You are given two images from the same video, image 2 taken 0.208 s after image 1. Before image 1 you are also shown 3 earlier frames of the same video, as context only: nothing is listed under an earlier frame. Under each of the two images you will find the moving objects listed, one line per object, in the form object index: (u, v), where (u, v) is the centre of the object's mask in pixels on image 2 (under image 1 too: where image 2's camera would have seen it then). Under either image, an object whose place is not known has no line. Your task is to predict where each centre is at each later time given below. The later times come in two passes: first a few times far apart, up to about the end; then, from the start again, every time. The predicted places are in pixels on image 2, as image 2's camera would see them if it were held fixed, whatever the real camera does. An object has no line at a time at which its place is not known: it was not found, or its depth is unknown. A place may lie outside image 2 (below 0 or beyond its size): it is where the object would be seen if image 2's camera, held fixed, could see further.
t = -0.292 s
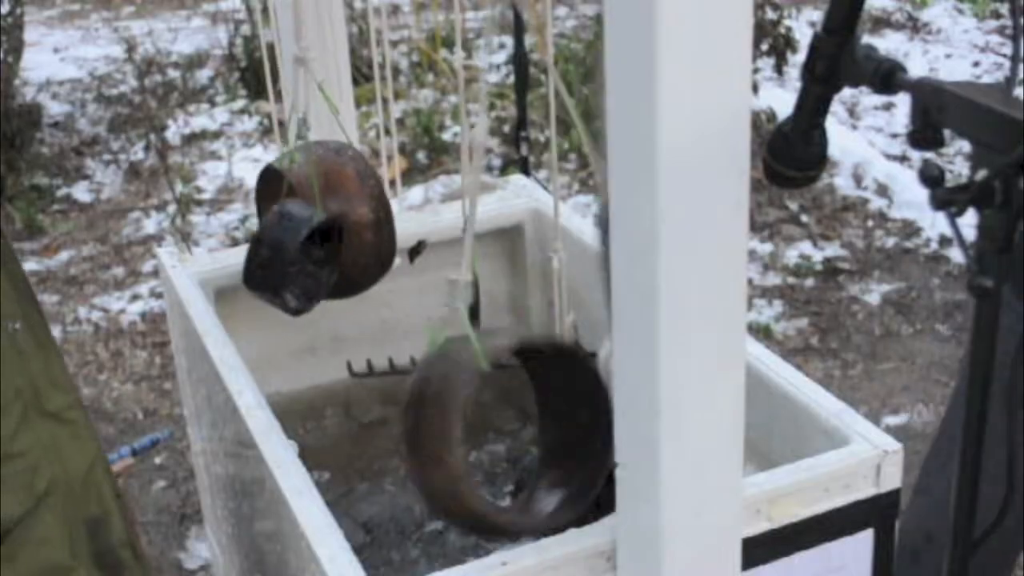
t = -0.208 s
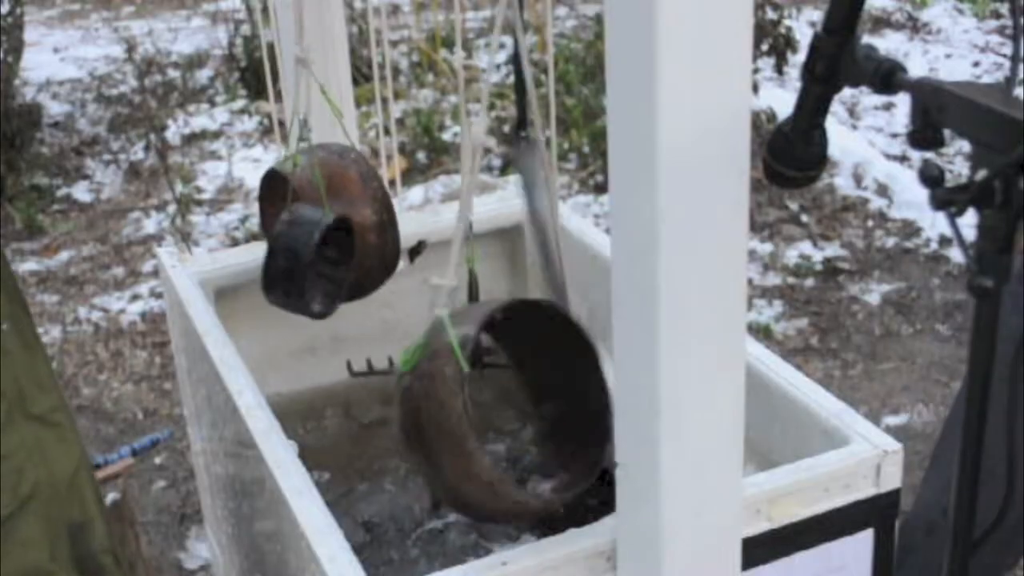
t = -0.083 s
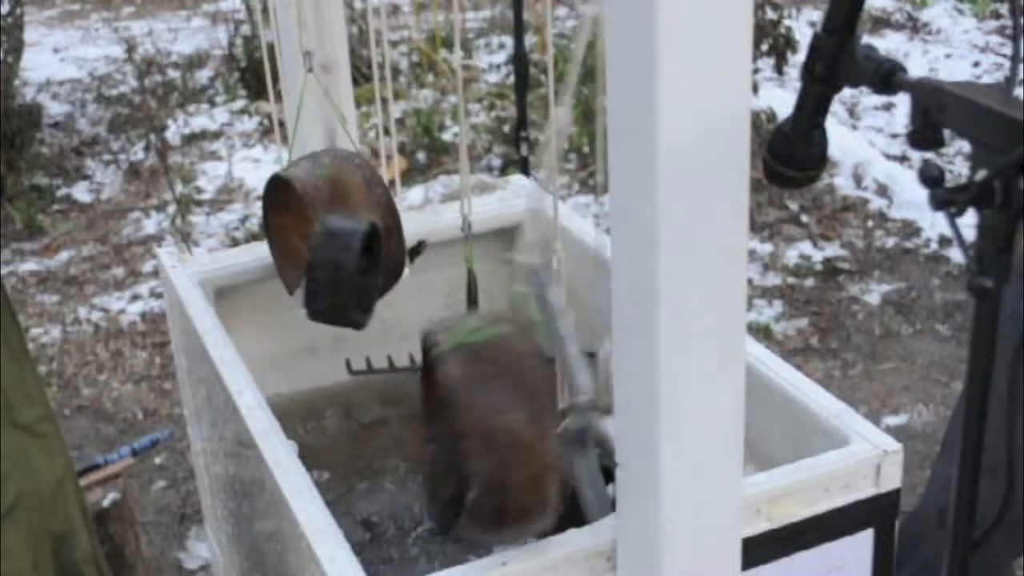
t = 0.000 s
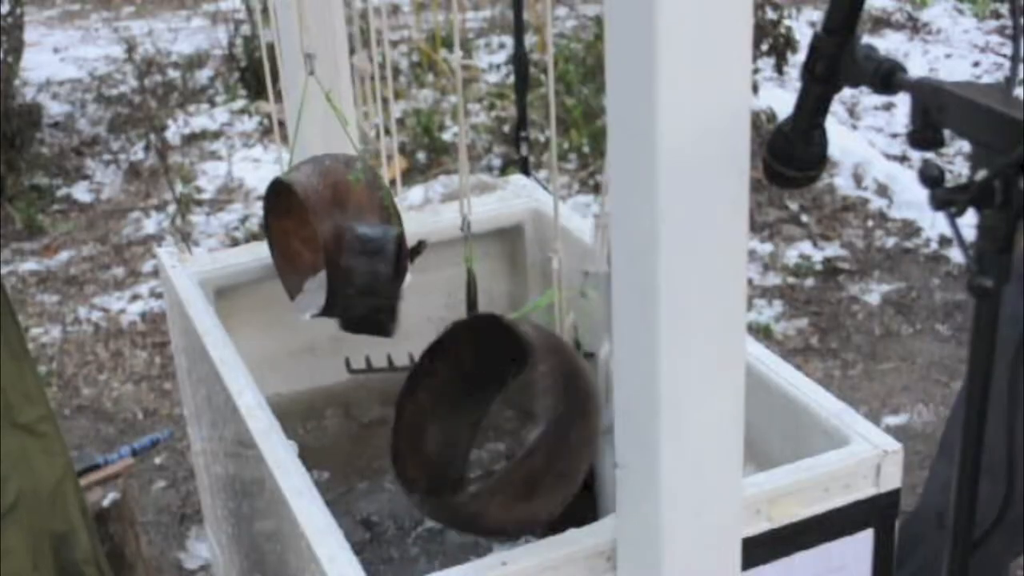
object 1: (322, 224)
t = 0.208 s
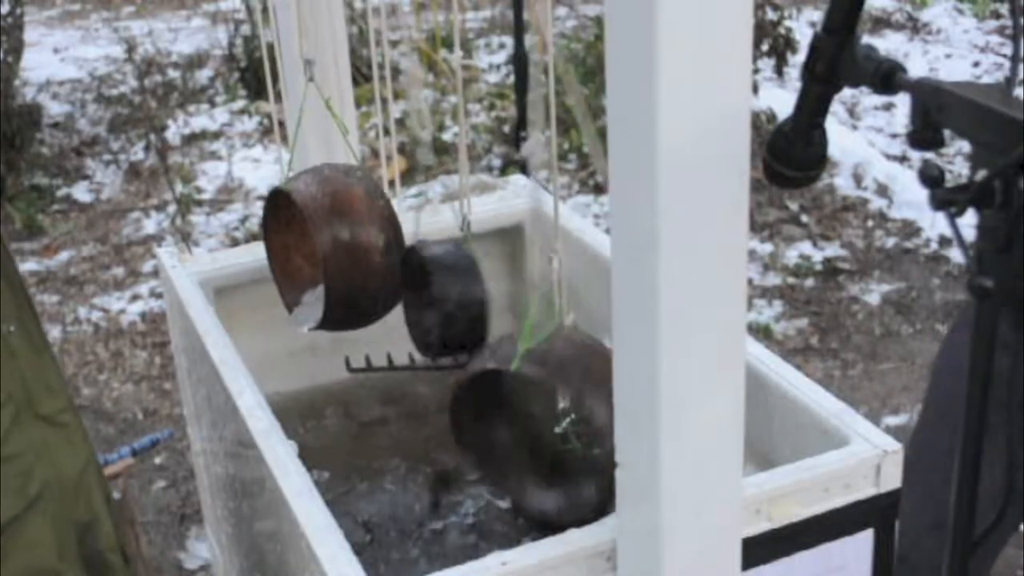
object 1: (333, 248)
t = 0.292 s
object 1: (332, 251)
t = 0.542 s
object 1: (321, 254)
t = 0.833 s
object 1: (307, 243)
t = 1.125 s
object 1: (302, 201)
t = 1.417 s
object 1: (323, 204)
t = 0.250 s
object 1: (333, 250)
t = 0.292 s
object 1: (332, 251)
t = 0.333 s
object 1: (331, 252)
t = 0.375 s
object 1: (329, 254)
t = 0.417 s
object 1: (328, 254)
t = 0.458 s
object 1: (325, 255)
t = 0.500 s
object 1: (324, 255)
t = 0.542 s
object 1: (321, 254)
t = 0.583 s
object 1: (319, 254)
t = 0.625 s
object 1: (318, 253)
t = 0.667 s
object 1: (316, 251)
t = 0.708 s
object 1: (314, 249)
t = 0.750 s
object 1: (312, 248)
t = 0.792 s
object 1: (310, 245)
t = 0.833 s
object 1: (307, 243)
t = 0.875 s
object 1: (305, 240)
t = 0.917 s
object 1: (300, 235)
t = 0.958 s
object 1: (297, 228)
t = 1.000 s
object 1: (294, 222)
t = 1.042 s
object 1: (295, 213)
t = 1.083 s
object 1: (297, 208)
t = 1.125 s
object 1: (302, 201)
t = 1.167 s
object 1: (307, 199)
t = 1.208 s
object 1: (312, 198)
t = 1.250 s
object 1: (315, 199)
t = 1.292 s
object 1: (318, 200)
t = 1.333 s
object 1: (320, 200)
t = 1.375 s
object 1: (322, 202)
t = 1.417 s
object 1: (323, 204)
